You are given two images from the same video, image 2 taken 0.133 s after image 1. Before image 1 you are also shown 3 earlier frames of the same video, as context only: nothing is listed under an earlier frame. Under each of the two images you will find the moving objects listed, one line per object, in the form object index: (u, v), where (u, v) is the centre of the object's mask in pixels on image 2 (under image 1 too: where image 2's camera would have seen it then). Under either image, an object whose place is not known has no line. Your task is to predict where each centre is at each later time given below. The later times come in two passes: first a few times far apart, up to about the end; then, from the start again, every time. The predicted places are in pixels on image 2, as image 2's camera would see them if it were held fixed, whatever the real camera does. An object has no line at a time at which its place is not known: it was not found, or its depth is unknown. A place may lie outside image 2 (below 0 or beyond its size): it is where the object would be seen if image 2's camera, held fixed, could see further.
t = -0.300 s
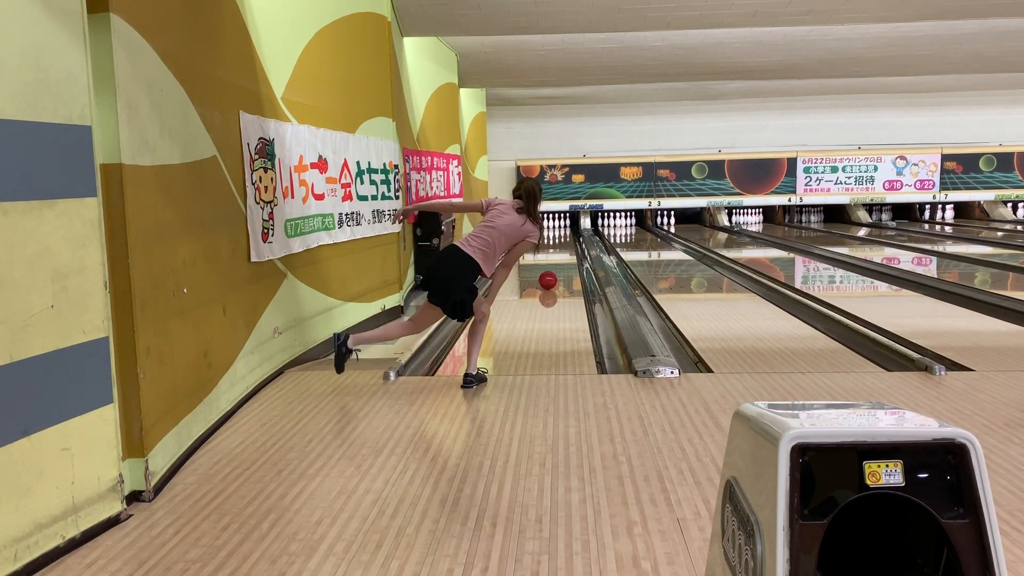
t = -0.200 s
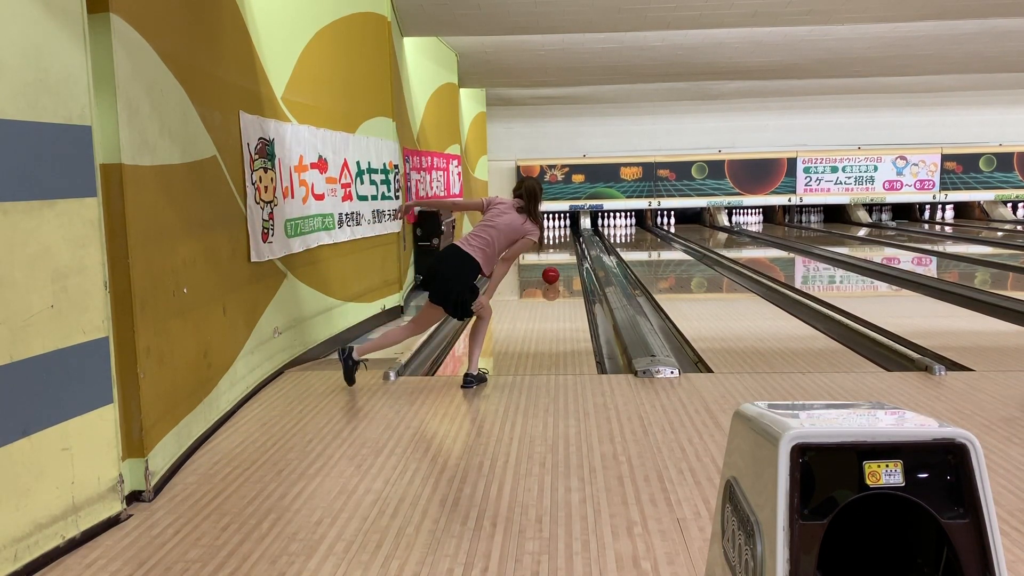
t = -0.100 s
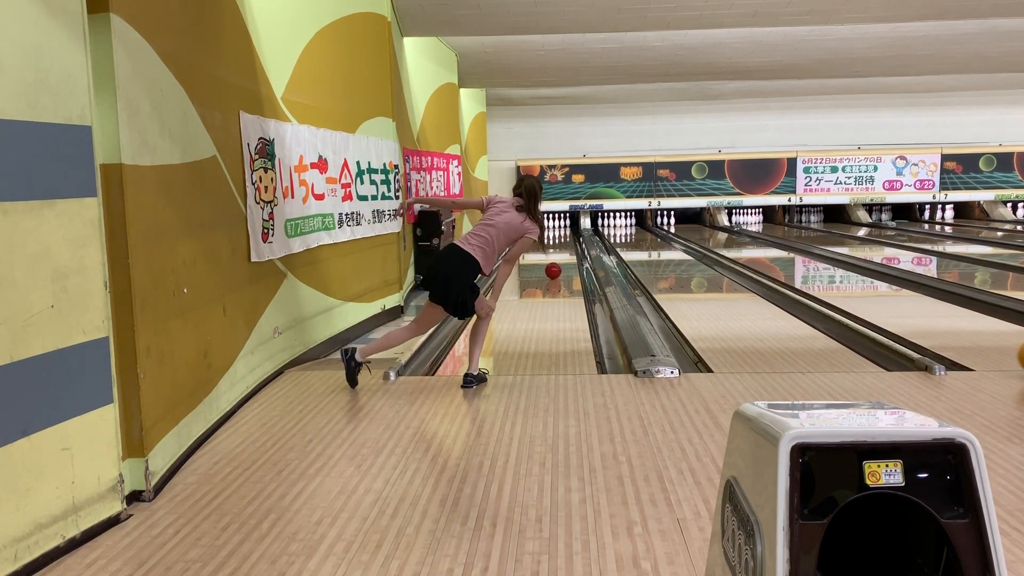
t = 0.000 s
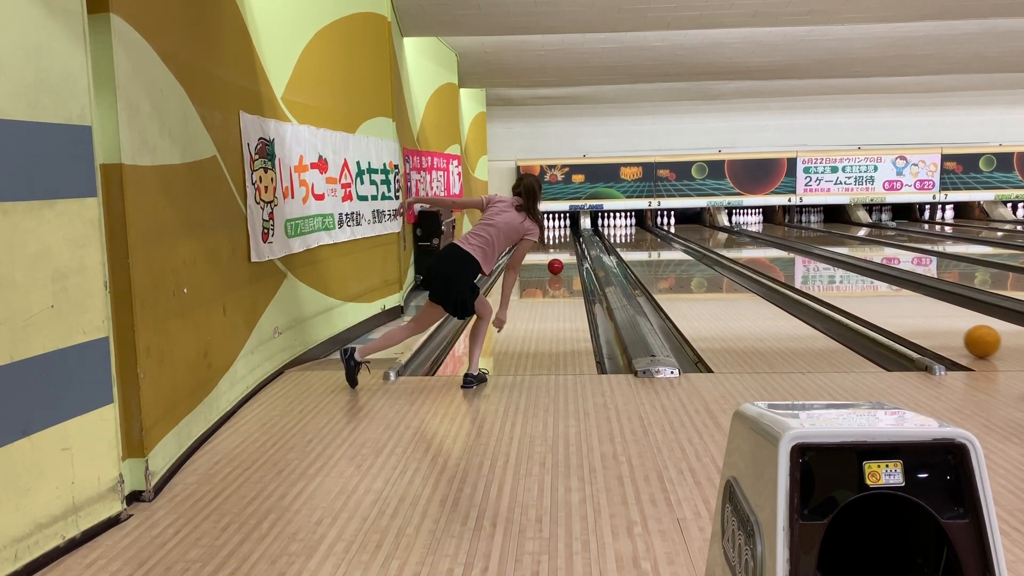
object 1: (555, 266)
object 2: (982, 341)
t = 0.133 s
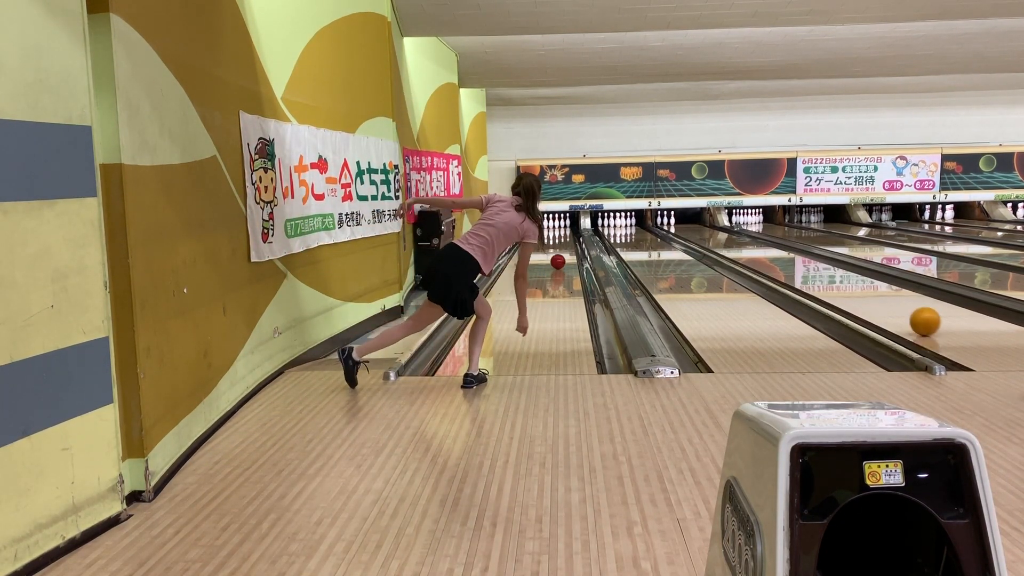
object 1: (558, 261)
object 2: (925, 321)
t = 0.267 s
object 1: (560, 257)
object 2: (880, 305)
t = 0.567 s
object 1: (564, 249)
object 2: (810, 281)
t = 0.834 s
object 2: (769, 267)
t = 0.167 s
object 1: (558, 260)
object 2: (912, 317)
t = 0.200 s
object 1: (559, 259)
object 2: (901, 313)
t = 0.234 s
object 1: (559, 258)
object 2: (890, 309)
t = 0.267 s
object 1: (560, 257)
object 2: (880, 305)
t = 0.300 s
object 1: (560, 256)
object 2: (870, 302)
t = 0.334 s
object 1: (561, 255)
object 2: (862, 299)
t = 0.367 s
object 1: (561, 254)
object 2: (853, 296)
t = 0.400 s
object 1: (562, 253)
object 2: (845, 293)
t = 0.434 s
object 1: (562, 253)
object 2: (837, 291)
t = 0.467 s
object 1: (562, 251)
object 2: (830, 288)
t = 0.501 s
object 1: (563, 251)
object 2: (823, 285)
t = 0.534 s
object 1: (563, 250)
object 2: (817, 283)
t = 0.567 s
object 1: (564, 249)
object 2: (810, 281)
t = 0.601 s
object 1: (564, 248)
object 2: (804, 279)
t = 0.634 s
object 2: (799, 277)
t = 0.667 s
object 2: (793, 275)
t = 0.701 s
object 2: (788, 273)
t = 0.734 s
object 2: (783, 272)
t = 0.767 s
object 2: (778, 270)
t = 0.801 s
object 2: (773, 269)
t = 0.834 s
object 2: (769, 267)
